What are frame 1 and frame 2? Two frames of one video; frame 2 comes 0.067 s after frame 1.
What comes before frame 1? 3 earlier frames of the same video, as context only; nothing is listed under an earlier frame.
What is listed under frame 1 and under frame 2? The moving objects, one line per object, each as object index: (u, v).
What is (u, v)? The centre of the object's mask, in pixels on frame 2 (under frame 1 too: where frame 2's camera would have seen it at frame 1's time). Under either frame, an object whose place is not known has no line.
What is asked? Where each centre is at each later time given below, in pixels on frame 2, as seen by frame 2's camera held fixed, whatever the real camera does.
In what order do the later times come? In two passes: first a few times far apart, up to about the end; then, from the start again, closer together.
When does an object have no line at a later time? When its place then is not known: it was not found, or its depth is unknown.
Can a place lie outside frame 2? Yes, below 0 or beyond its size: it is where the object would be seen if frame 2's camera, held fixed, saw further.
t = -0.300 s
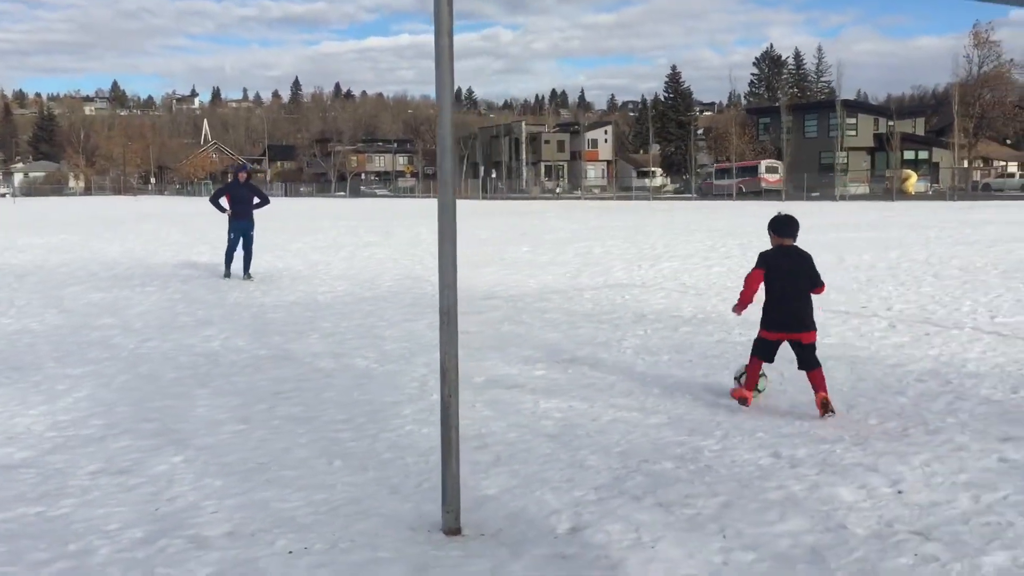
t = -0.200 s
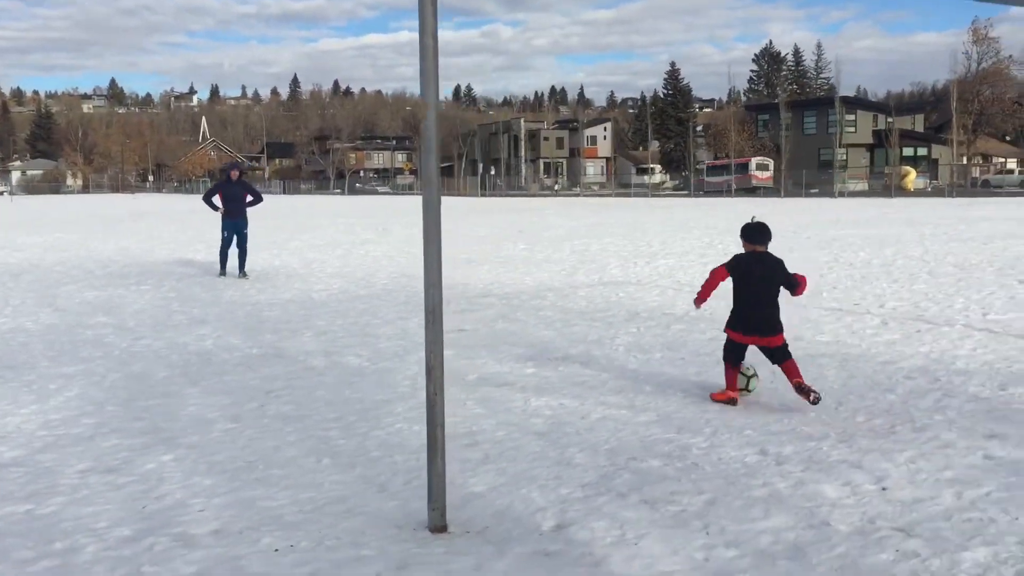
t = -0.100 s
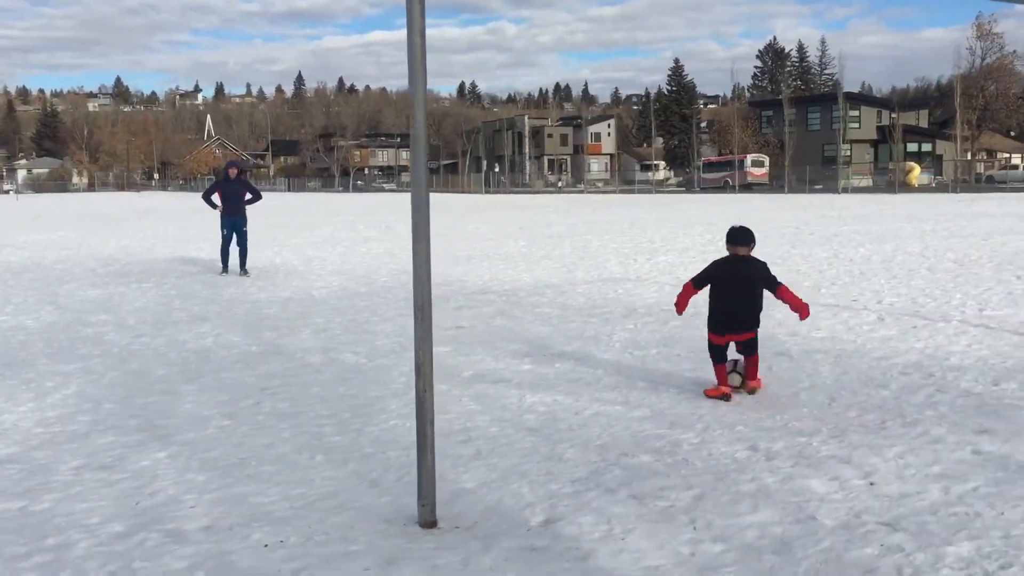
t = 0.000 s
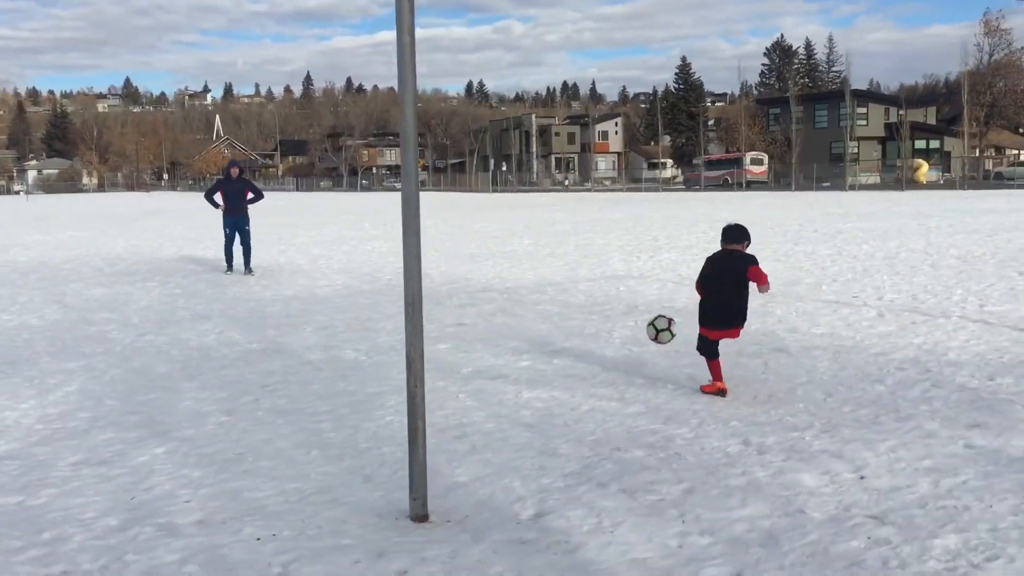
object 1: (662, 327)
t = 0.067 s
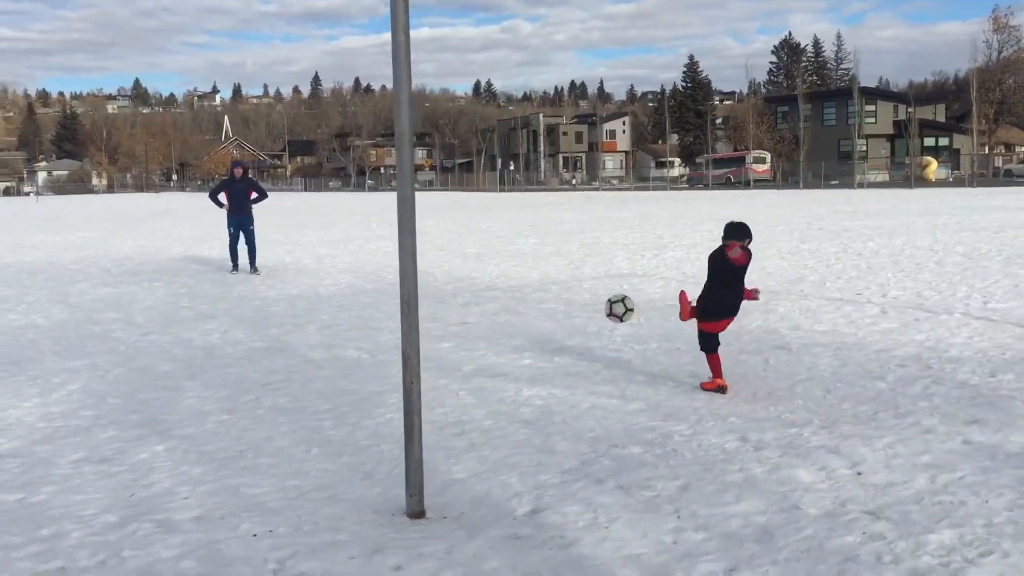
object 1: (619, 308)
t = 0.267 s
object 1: (505, 293)
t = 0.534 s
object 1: (397, 314)
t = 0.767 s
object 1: (330, 300)
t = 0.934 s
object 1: (296, 298)
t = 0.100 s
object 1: (598, 302)
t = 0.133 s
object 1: (577, 297)
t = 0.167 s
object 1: (558, 293)
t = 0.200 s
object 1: (539, 292)
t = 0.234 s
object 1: (522, 291)
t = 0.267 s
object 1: (505, 293)
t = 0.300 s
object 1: (489, 295)
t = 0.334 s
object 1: (473, 299)
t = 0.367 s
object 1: (460, 303)
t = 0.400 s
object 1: (447, 309)
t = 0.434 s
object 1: (434, 317)
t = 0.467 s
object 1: (422, 321)
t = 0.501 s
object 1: (410, 318)
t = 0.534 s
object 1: (397, 314)
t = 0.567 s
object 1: (389, 311)
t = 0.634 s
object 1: (357, 312)
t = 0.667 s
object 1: (353, 311)
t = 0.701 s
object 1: (346, 306)
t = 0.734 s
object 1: (337, 303)
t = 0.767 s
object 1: (330, 300)
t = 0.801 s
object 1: (323, 299)
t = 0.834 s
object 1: (317, 300)
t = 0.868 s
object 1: (310, 301)
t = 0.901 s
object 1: (303, 301)
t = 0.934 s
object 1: (296, 298)
